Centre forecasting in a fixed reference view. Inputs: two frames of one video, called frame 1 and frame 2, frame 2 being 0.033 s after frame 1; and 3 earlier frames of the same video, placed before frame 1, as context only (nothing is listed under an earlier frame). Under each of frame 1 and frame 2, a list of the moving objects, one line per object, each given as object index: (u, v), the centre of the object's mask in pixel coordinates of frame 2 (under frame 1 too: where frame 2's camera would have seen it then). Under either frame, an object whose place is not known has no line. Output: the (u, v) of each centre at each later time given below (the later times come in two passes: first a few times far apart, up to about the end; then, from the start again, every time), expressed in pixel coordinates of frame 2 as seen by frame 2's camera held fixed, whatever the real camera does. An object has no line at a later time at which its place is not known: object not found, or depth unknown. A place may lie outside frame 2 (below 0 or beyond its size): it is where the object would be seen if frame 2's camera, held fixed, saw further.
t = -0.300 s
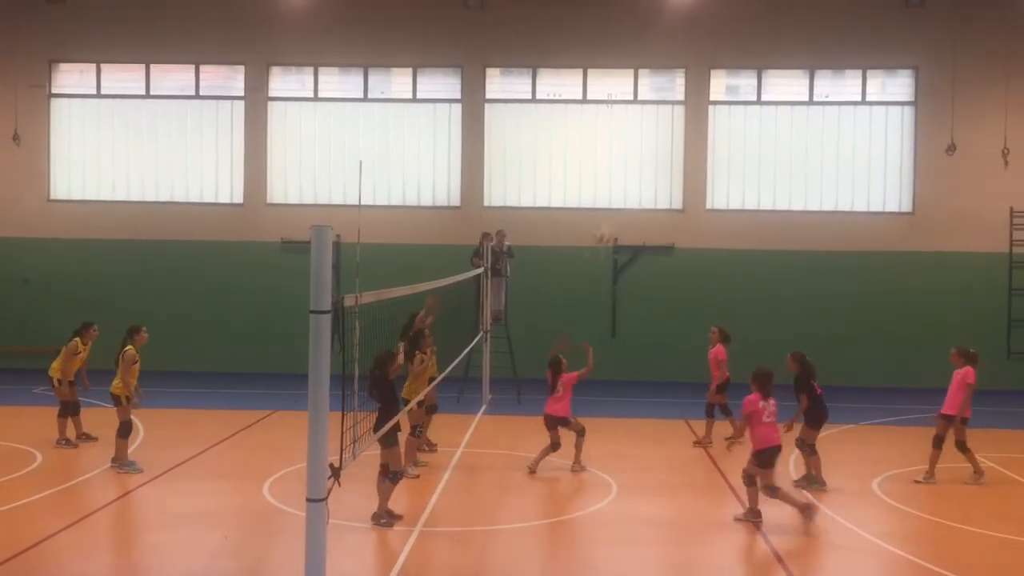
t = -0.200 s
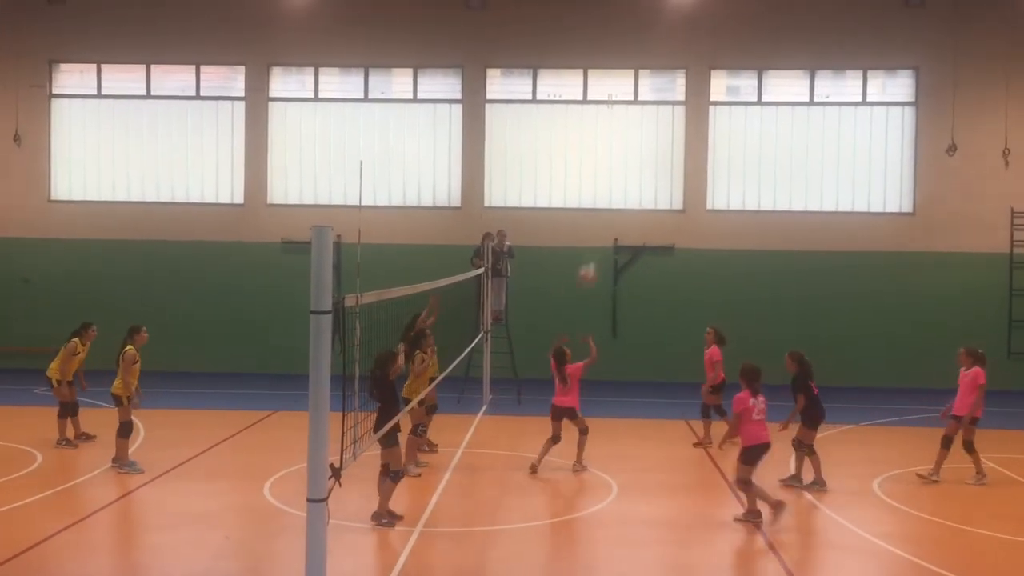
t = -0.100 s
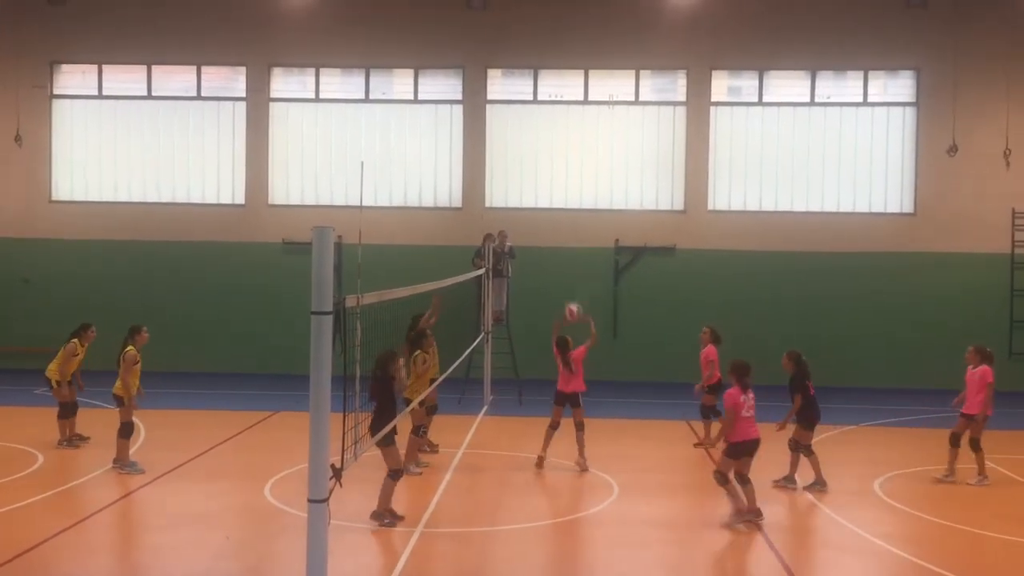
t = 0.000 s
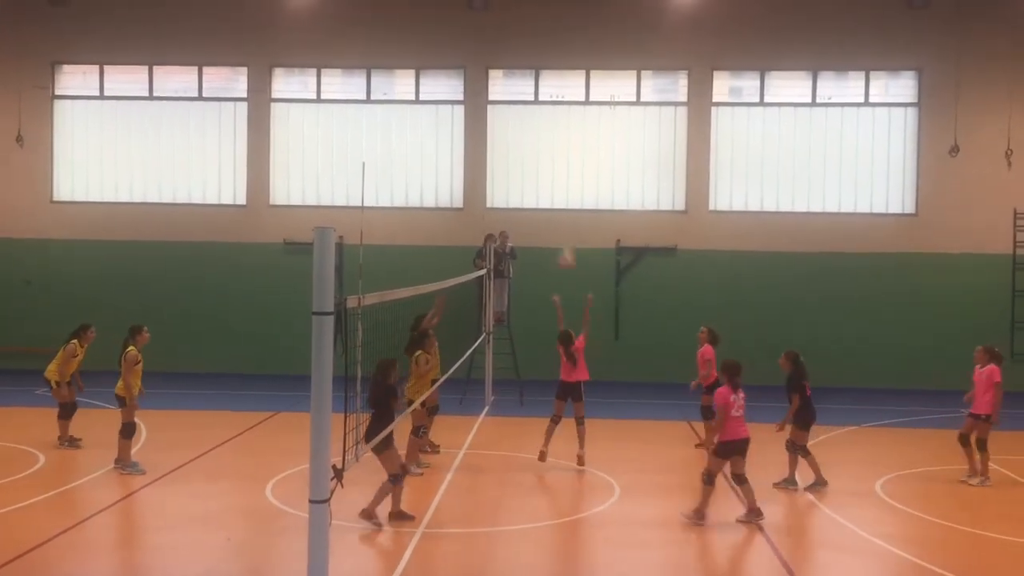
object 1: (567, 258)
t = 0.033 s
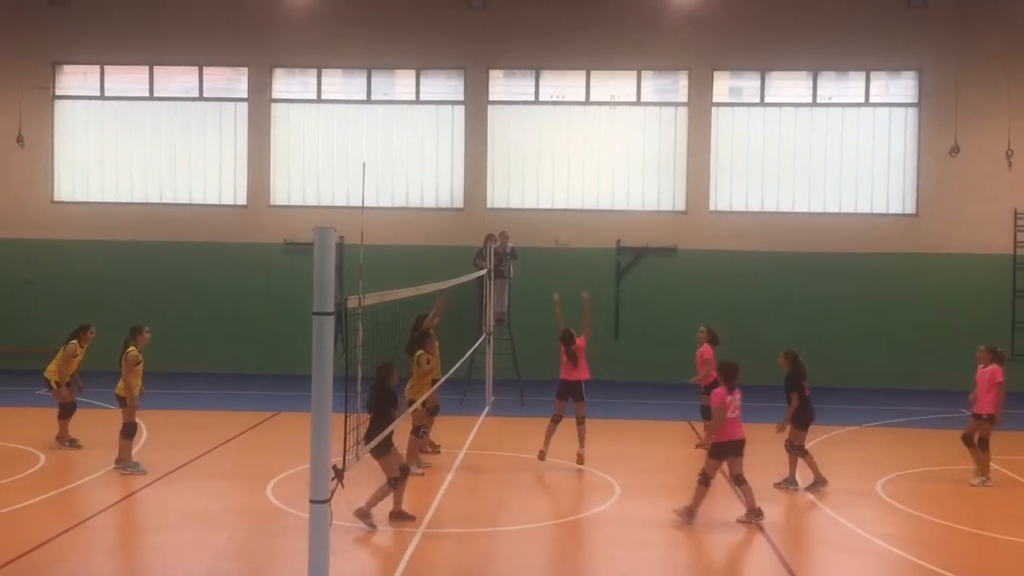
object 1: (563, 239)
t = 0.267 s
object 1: (544, 152)
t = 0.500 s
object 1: (524, 111)
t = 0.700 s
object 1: (507, 113)
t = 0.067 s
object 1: (561, 228)
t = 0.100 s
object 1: (557, 209)
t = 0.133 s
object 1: (554, 197)
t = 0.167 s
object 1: (551, 184)
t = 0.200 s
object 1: (549, 172)
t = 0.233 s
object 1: (546, 162)
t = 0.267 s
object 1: (544, 152)
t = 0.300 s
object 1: (541, 143)
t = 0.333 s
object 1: (538, 135)
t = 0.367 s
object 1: (535, 129)
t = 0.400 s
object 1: (533, 122)
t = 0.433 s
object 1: (530, 117)
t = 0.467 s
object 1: (527, 114)
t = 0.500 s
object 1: (524, 111)
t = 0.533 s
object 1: (521, 109)
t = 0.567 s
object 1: (518, 108)
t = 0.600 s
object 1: (515, 108)
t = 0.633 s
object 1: (513, 109)
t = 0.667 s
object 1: (510, 110)
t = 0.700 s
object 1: (507, 113)
